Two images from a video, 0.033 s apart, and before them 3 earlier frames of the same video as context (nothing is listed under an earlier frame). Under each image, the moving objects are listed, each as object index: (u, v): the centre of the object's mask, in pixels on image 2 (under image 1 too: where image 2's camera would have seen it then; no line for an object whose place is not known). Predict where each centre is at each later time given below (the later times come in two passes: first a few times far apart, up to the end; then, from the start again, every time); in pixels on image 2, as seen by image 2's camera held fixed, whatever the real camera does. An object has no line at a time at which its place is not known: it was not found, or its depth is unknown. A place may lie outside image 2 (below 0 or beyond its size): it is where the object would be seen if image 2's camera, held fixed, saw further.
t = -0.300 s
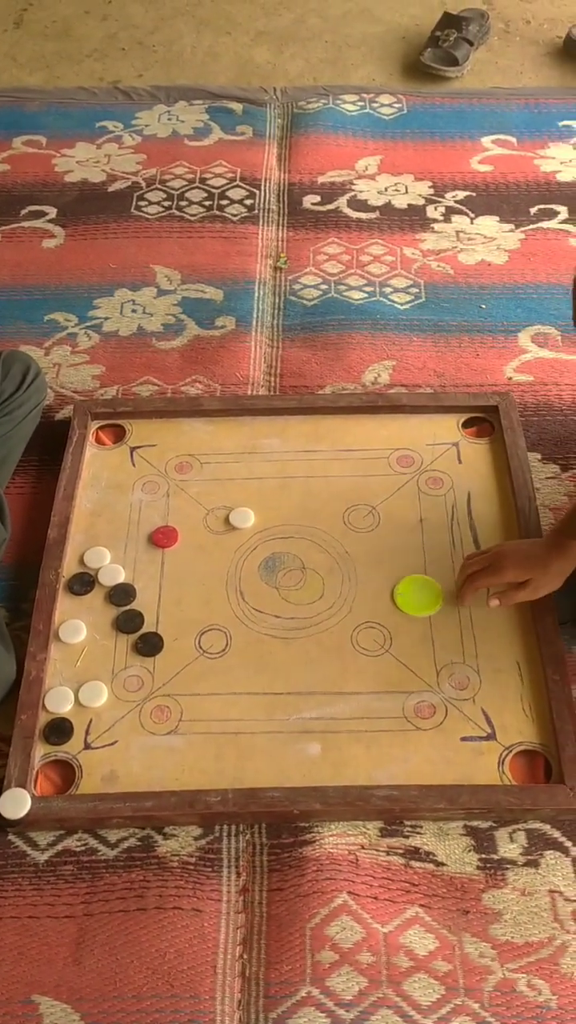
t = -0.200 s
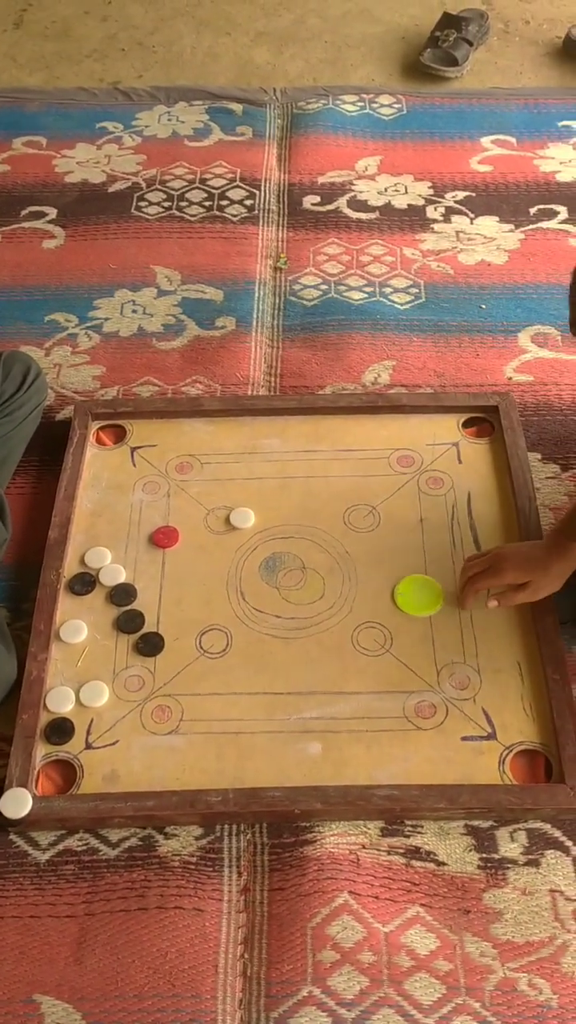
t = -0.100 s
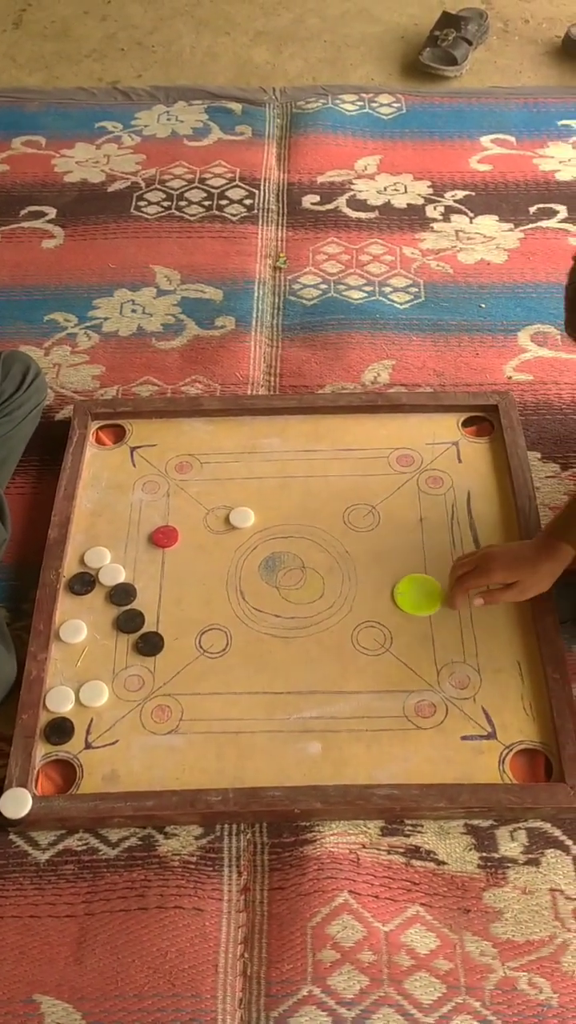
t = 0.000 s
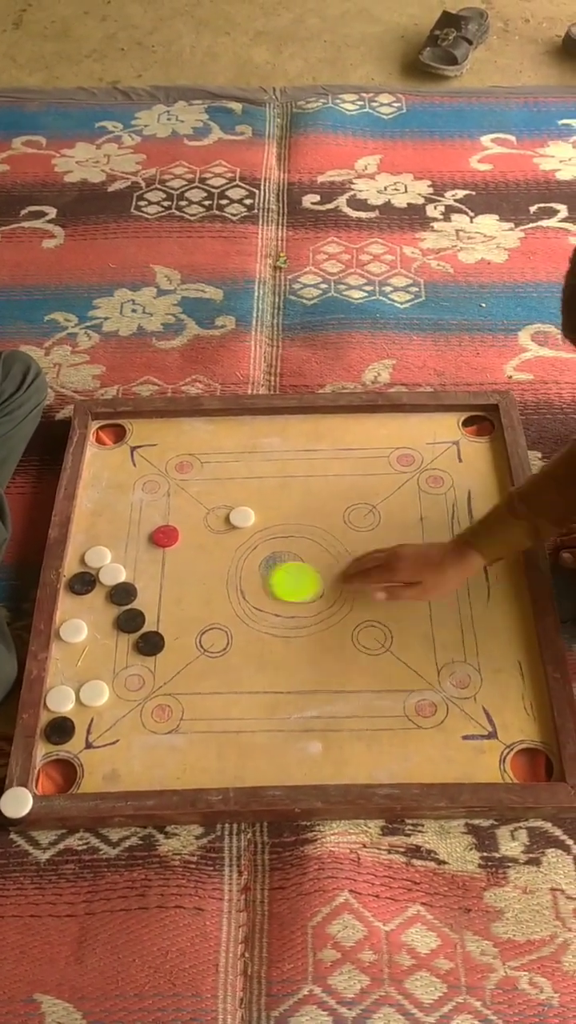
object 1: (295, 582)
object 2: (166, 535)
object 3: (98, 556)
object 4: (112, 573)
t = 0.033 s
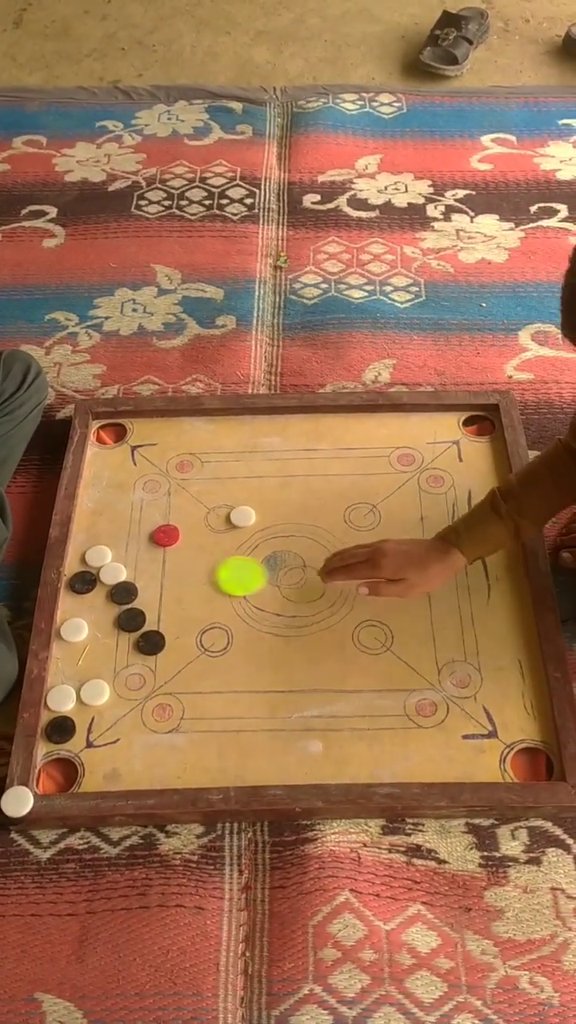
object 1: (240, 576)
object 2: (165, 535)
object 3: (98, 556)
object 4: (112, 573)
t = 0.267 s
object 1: (122, 528)
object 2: (198, 495)
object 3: (85, 543)
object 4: (80, 577)
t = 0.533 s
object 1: (117, 522)
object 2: (207, 482)
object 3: (85, 543)
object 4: (80, 577)
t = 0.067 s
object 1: (189, 571)
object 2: (165, 535)
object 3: (98, 556)
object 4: (112, 573)
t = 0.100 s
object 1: (145, 564)
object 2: (166, 535)
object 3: (97, 555)
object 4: (106, 574)
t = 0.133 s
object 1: (138, 554)
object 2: (171, 528)
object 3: (93, 551)
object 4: (97, 573)
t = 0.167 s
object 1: (133, 546)
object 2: (179, 518)
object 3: (90, 548)
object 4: (86, 576)
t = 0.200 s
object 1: (129, 539)
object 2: (186, 510)
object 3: (87, 545)
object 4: (77, 578)
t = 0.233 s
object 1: (125, 533)
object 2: (193, 502)
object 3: (86, 544)
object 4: (80, 577)
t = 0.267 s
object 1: (122, 528)
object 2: (198, 495)
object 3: (85, 543)
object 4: (80, 577)
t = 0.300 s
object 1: (119, 525)
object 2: (201, 490)
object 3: (85, 543)
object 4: (80, 577)
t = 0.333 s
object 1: (118, 523)
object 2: (204, 486)
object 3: (85, 544)
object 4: (80, 577)
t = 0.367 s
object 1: (117, 522)
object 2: (206, 483)
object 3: (85, 543)
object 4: (80, 577)
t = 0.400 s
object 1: (117, 522)
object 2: (207, 482)
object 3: (85, 543)
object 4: (80, 577)
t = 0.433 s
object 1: (117, 522)
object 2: (207, 482)
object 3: (85, 543)
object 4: (80, 577)
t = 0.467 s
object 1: (117, 522)
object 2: (207, 482)
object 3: (85, 543)
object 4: (80, 577)
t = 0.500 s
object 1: (117, 522)
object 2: (207, 482)
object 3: (85, 543)
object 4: (80, 577)
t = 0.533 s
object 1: (117, 522)
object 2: (207, 482)
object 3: (85, 543)
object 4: (80, 577)
